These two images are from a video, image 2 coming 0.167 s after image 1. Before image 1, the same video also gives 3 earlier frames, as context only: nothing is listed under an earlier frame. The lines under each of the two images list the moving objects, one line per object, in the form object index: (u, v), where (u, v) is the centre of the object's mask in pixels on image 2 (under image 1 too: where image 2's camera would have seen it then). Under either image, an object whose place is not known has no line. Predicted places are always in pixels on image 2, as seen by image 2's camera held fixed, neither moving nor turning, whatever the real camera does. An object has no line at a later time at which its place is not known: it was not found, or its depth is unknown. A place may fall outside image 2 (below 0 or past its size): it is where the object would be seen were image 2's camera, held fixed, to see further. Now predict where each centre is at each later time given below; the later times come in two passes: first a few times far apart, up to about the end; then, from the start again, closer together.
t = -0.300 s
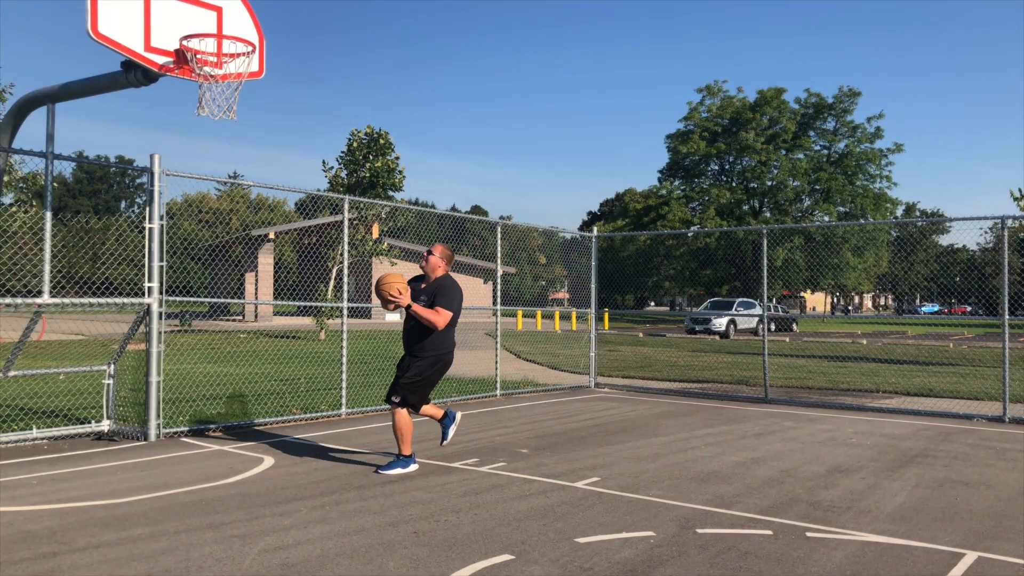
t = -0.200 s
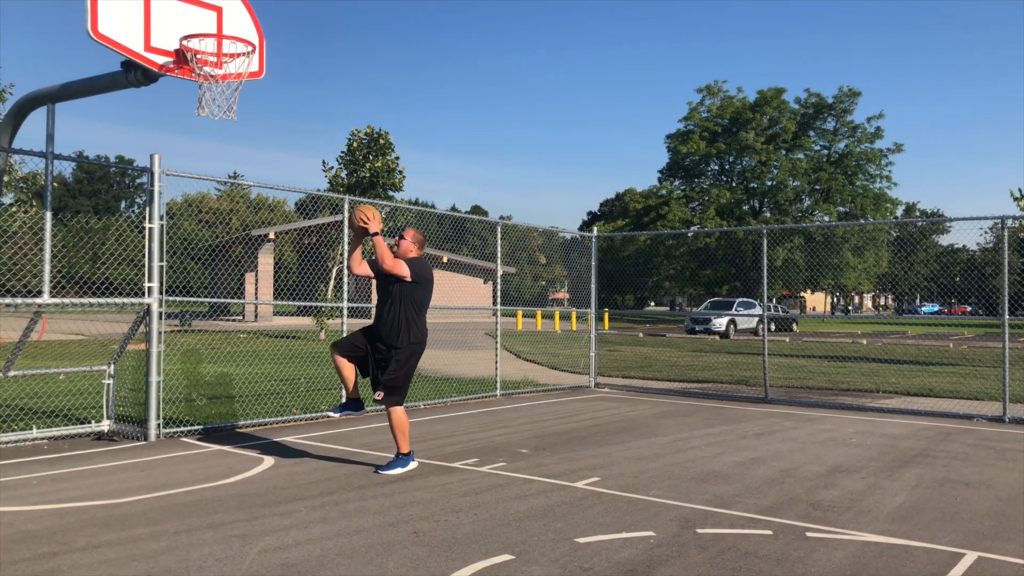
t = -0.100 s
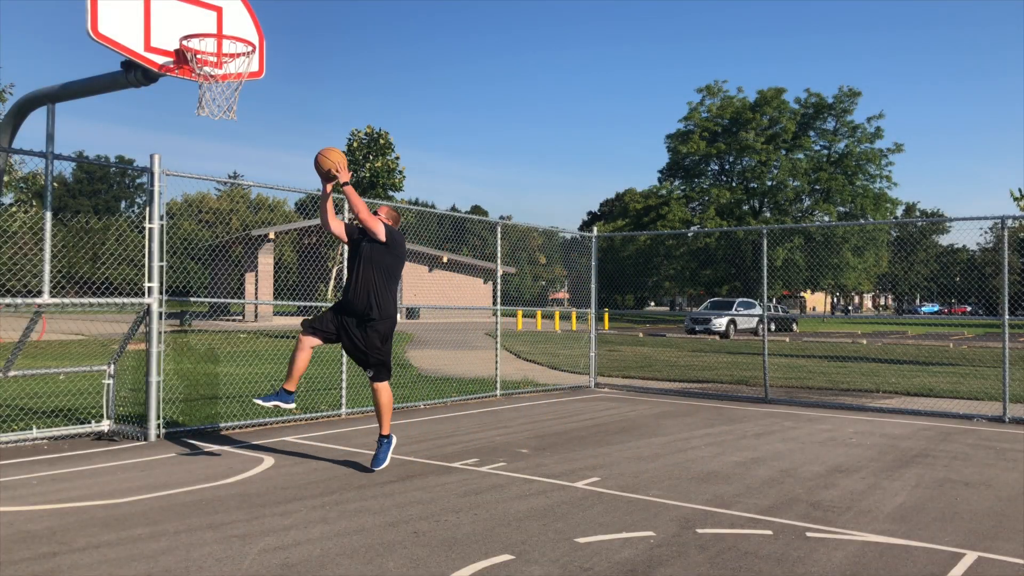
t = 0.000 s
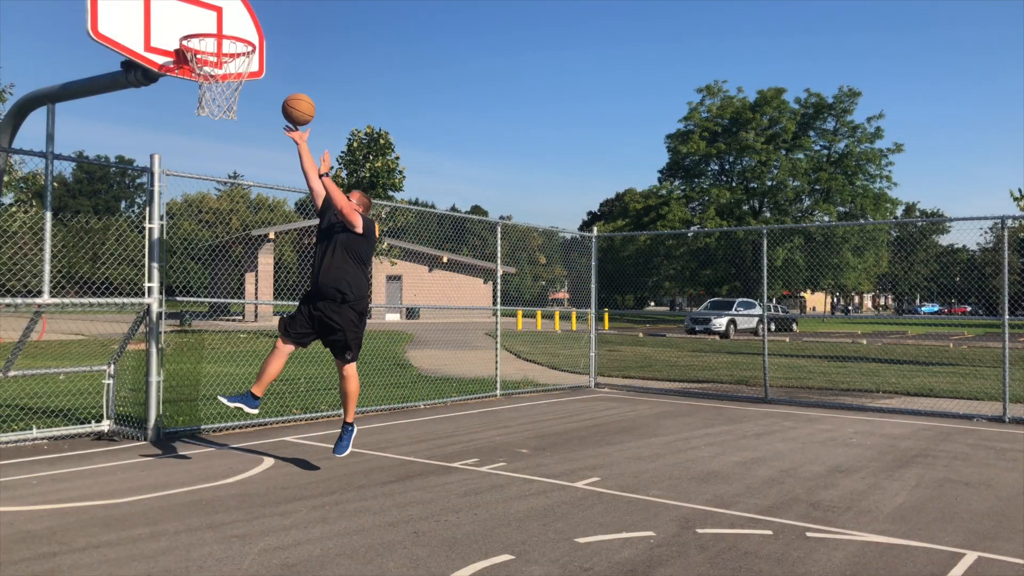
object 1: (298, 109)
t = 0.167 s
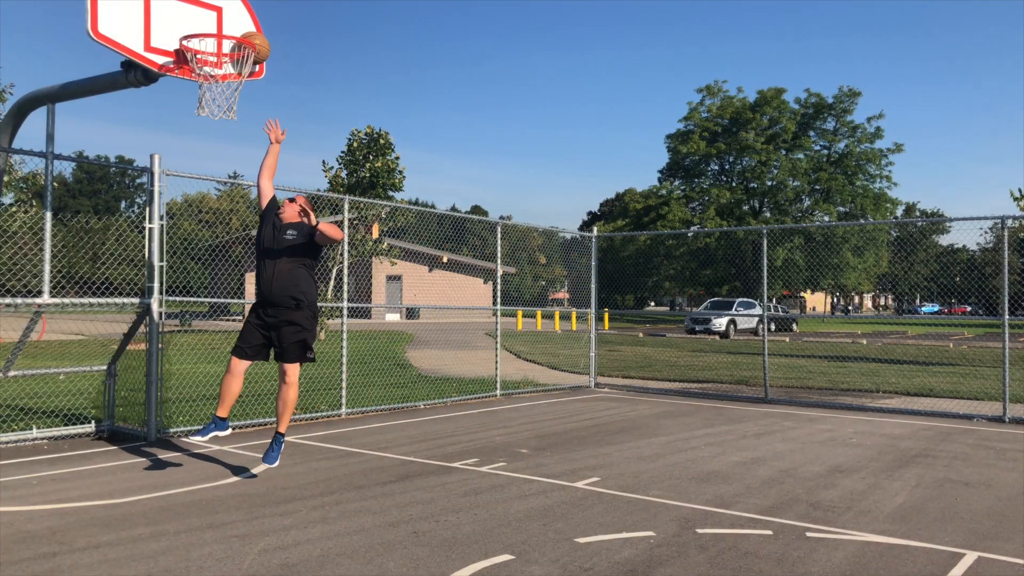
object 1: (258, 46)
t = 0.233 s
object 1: (254, 33)
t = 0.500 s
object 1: (250, 25)
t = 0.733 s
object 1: (238, 33)
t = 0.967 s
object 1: (199, 72)
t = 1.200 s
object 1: (192, 123)
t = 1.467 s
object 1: (195, 268)
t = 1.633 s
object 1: (194, 416)
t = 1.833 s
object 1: (210, 384)
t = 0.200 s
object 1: (256, 38)
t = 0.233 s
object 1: (254, 33)
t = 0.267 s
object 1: (253, 30)
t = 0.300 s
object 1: (253, 28)
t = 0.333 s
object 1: (252, 27)
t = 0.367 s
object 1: (252, 27)
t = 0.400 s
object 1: (253, 29)
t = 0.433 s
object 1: (253, 31)
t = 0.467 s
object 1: (251, 28)
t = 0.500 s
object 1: (250, 25)
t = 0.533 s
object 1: (248, 23)
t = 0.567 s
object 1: (247, 22)
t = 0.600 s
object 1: (246, 22)
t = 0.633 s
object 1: (245, 24)
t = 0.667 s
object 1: (244, 27)
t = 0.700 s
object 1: (243, 33)
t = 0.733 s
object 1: (238, 33)
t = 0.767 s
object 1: (232, 35)
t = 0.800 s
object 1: (227, 37)
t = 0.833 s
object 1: (221, 41)
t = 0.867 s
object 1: (216, 50)
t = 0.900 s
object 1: (209, 55)
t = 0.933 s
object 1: (204, 64)
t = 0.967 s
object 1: (199, 72)
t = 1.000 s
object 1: (195, 80)
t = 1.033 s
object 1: (193, 85)
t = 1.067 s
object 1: (192, 90)
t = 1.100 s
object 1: (191, 97)
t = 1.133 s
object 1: (191, 105)
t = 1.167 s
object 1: (192, 114)
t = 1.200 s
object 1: (192, 123)
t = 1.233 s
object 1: (192, 135)
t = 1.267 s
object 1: (193, 149)
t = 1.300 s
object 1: (193, 165)
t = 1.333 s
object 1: (194, 182)
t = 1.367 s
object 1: (194, 201)
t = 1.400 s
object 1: (195, 222)
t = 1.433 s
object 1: (195, 244)
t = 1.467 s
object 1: (195, 268)
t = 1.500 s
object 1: (194, 295)
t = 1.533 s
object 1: (194, 323)
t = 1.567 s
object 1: (194, 352)
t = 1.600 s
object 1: (194, 384)
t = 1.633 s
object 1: (194, 416)
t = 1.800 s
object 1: (206, 408)
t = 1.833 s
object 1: (210, 384)
